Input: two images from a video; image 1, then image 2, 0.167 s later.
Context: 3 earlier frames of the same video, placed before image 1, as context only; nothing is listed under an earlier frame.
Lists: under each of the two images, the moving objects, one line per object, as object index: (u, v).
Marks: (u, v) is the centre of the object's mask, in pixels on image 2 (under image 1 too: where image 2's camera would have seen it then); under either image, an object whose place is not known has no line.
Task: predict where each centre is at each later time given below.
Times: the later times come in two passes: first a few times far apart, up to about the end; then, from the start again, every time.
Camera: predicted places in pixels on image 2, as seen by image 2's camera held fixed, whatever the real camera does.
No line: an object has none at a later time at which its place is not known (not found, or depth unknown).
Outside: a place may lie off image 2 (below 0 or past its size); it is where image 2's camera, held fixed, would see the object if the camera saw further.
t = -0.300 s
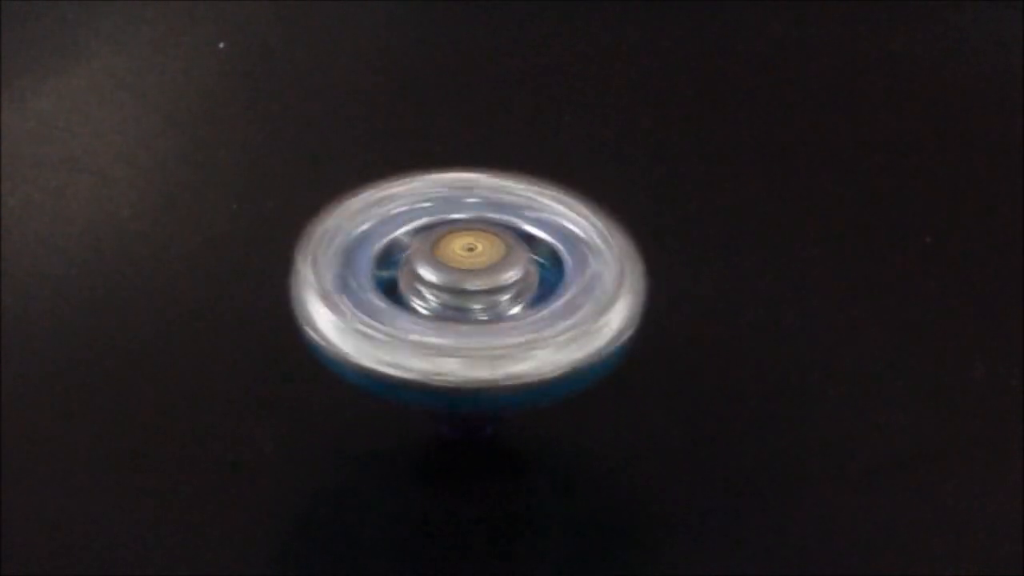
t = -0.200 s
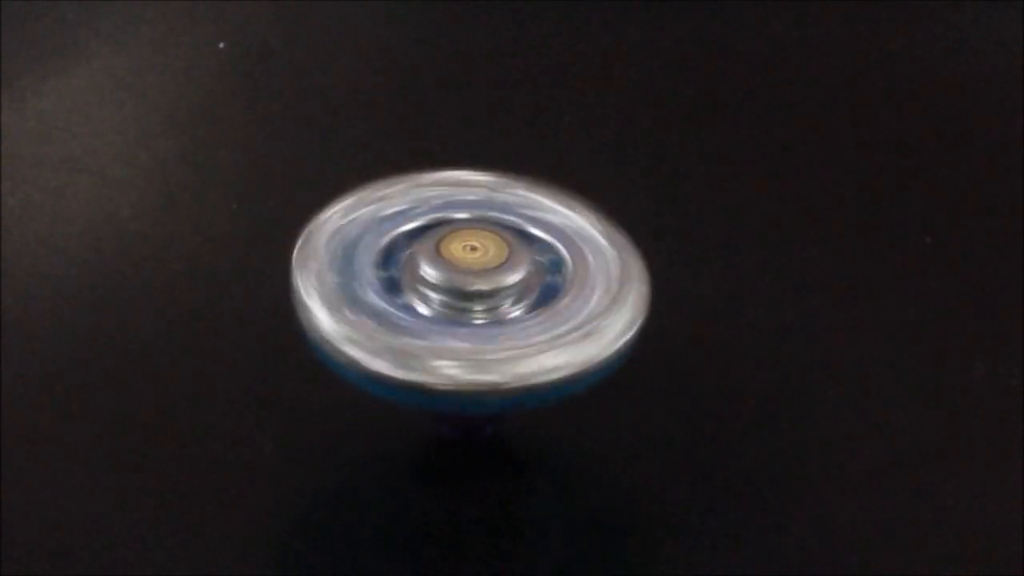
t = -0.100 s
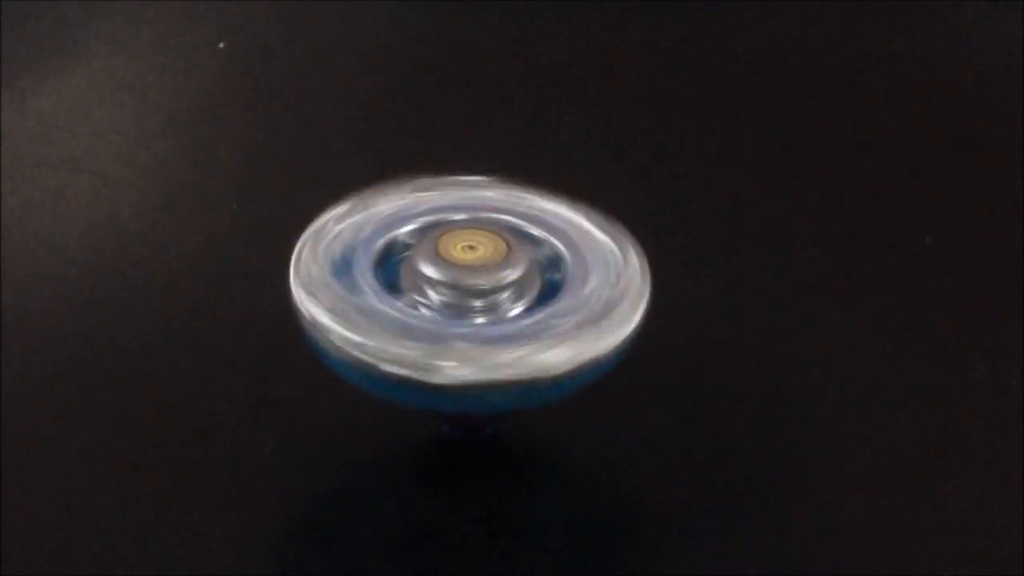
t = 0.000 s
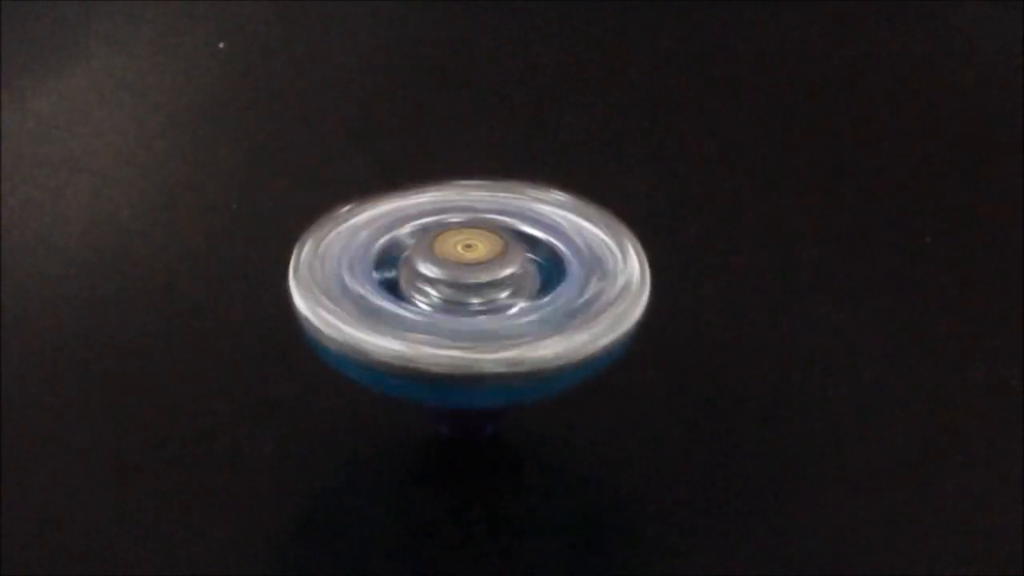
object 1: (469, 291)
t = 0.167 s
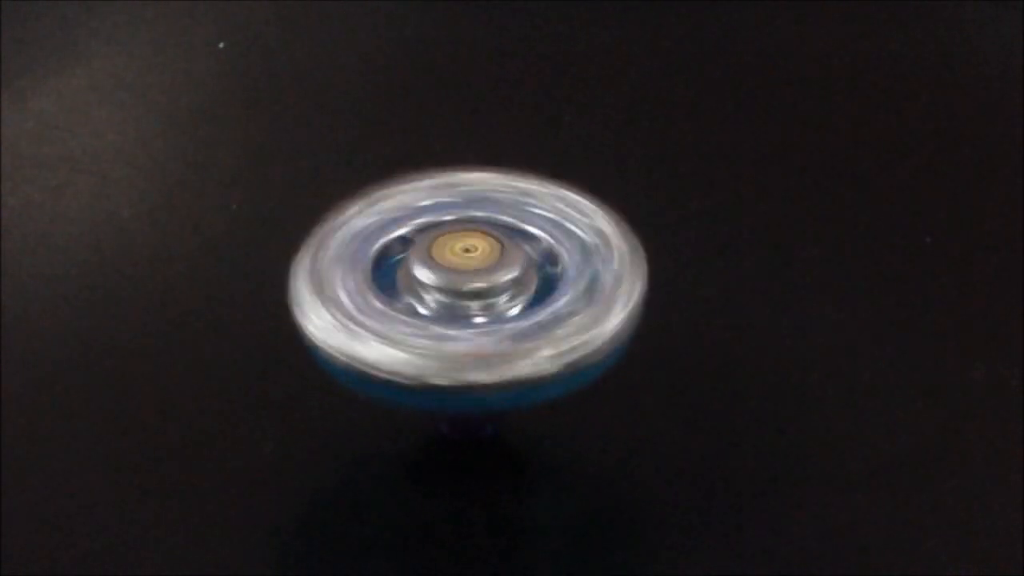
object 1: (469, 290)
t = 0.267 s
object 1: (466, 290)
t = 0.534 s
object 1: (470, 291)
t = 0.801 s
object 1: (468, 290)
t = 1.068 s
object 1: (470, 289)
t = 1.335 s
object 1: (470, 291)
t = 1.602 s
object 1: (467, 291)
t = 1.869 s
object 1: (467, 290)
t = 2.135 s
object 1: (468, 289)
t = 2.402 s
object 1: (470, 289)
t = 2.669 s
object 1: (471, 290)
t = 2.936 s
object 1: (472, 290)
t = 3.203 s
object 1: (472, 290)
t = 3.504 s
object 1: (471, 290)
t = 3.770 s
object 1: (469, 290)
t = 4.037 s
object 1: (469, 291)
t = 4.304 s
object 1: (472, 291)
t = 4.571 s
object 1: (471, 289)
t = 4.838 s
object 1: (469, 290)
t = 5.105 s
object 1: (470, 292)
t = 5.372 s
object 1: (473, 288)
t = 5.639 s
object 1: (472, 288)
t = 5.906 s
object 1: (475, 291)
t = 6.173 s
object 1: (472, 292)
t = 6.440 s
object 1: (470, 291)
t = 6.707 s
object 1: (468, 293)
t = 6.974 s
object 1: (468, 289)
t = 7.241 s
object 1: (470, 290)
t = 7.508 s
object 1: (470, 290)
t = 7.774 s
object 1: (471, 291)
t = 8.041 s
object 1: (460, 292)
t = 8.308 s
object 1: (478, 304)
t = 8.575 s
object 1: (536, 278)
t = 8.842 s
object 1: (415, 274)
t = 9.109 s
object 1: (484, 331)
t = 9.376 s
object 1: (507, 253)
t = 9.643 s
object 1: (391, 311)
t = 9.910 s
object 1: (542, 313)
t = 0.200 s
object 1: (468, 290)
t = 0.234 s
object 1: (467, 290)
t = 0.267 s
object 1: (466, 290)
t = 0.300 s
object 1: (467, 291)
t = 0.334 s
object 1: (467, 291)
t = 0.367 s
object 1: (467, 291)
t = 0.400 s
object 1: (468, 292)
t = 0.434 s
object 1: (469, 293)
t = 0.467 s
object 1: (470, 293)
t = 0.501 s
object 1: (470, 292)
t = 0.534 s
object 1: (470, 291)
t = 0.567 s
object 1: (470, 291)
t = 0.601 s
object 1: (470, 290)
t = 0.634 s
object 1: (470, 290)
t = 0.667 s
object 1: (468, 290)
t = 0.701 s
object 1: (468, 290)
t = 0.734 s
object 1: (468, 290)
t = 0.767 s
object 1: (468, 290)
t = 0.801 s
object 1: (468, 290)
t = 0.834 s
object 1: (468, 292)
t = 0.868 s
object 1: (468, 292)
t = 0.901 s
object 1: (468, 292)
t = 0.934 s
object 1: (470, 292)
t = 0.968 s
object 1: (471, 291)
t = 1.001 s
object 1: (471, 290)
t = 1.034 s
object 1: (470, 289)
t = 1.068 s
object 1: (470, 289)
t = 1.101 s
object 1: (469, 290)
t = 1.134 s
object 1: (468, 289)
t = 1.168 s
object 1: (467, 289)
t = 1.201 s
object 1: (466, 291)
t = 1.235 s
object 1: (467, 292)
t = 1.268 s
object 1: (468, 292)
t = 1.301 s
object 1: (470, 292)
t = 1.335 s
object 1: (470, 291)
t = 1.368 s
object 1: (471, 290)
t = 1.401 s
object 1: (470, 290)
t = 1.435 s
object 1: (470, 289)
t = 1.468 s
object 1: (469, 289)
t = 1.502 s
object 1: (467, 289)
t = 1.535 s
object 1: (467, 290)
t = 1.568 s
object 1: (467, 291)
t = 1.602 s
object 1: (467, 291)
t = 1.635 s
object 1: (469, 292)
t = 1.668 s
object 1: (470, 292)
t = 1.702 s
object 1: (471, 291)
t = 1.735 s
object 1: (471, 290)
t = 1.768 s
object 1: (470, 289)
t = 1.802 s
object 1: (469, 289)
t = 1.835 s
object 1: (467, 290)
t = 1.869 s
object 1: (467, 290)
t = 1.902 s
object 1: (467, 291)
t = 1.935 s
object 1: (468, 292)
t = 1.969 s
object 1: (469, 292)
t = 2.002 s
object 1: (471, 292)
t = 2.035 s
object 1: (471, 291)
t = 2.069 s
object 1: (470, 290)
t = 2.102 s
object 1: (469, 289)
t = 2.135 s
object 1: (468, 289)
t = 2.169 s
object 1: (467, 290)
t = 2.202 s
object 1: (467, 291)
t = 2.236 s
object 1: (467, 292)
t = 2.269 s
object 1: (469, 292)
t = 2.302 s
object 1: (471, 292)
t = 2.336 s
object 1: (472, 291)
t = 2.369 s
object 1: (471, 290)
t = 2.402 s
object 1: (470, 289)
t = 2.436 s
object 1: (468, 290)
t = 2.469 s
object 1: (467, 291)
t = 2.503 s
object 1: (467, 290)
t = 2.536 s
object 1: (467, 292)
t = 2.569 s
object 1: (469, 292)
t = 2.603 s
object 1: (471, 291)
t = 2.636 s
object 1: (472, 290)
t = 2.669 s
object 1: (471, 290)
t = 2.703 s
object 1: (469, 290)
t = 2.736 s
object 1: (468, 291)
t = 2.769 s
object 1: (467, 291)
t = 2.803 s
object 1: (467, 291)
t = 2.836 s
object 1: (468, 293)
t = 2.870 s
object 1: (471, 292)
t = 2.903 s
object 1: (472, 291)
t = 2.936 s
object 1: (472, 290)
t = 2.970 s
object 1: (471, 290)
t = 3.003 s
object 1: (468, 291)
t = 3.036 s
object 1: (468, 291)
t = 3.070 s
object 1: (467, 292)
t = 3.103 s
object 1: (467, 293)
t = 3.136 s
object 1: (469, 292)
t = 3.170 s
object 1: (471, 291)
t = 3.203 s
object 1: (472, 290)
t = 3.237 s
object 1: (471, 289)
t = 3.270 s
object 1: (470, 290)
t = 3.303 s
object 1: (469, 291)
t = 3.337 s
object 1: (468, 293)
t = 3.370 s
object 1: (469, 293)
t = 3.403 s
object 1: (470, 291)
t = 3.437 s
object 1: (470, 290)
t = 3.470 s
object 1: (470, 289)
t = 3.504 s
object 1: (471, 290)
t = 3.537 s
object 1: (470, 290)
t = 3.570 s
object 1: (469, 292)
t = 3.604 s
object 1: (469, 293)
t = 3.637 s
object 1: (469, 292)
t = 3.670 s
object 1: (469, 290)
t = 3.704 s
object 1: (468, 289)
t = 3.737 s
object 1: (468, 289)
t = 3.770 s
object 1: (469, 290)
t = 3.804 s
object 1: (470, 291)
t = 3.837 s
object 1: (471, 293)
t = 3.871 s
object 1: (471, 292)
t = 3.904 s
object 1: (470, 291)
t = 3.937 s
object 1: (468, 290)
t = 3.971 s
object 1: (467, 290)
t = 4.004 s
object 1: (467, 290)
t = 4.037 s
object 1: (469, 291)
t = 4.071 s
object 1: (472, 293)
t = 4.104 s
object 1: (473, 292)
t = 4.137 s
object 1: (471, 291)
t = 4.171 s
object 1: (469, 290)
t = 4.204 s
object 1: (467, 291)
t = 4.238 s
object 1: (466, 291)
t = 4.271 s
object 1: (468, 292)
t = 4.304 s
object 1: (472, 291)
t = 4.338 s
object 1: (473, 291)
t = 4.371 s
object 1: (471, 290)
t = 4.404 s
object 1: (469, 290)
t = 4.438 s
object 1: (467, 291)
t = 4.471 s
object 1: (467, 292)
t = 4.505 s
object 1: (468, 293)
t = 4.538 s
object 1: (469, 290)
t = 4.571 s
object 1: (471, 289)
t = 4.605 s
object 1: (471, 289)
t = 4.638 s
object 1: (470, 290)
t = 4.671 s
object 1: (469, 291)
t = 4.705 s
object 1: (468, 293)
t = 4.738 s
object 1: (469, 292)
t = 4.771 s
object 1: (468, 290)
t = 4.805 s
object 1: (468, 289)
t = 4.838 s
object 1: (469, 290)
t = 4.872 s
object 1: (470, 290)
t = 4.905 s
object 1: (471, 293)
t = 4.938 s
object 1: (471, 292)
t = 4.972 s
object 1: (470, 291)
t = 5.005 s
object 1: (468, 290)
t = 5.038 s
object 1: (466, 290)
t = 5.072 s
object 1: (467, 290)
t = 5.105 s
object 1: (470, 292)
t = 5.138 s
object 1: (474, 292)
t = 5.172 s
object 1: (473, 291)
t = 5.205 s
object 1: (470, 291)
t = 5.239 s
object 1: (467, 290)
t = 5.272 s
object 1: (466, 290)
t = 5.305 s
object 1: (467, 291)
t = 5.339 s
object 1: (471, 288)
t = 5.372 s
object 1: (473, 288)
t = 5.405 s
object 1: (472, 289)
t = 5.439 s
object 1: (470, 290)
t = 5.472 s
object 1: (469, 292)
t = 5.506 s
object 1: (469, 292)
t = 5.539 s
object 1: (469, 287)
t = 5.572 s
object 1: (469, 285)
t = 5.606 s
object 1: (470, 288)
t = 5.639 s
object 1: (472, 288)
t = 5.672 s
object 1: (472, 293)
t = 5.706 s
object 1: (471, 292)
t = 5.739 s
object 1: (469, 291)
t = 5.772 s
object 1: (467, 289)
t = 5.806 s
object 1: (466, 291)
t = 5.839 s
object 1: (467, 291)
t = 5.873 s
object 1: (472, 292)
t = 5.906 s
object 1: (475, 291)
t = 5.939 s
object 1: (471, 292)
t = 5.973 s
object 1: (466, 290)
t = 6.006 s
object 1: (466, 292)
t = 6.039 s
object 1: (467, 292)
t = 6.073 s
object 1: (470, 291)
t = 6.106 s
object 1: (470, 288)
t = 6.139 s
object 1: (473, 290)
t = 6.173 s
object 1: (472, 292)
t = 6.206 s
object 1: (469, 295)
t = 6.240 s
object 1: (467, 292)
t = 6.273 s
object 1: (468, 289)
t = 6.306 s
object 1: (468, 288)
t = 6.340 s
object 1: (469, 288)
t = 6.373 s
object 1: (470, 291)
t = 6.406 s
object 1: (473, 292)
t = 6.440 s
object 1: (470, 291)
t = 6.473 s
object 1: (466, 289)
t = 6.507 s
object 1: (465, 289)
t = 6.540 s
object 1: (466, 291)
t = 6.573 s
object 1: (472, 291)
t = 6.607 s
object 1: (473, 290)
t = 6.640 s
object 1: (470, 290)
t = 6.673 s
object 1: (469, 290)
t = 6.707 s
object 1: (468, 293)
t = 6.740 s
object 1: (468, 293)
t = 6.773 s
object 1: (469, 290)
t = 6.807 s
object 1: (471, 289)
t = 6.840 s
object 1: (472, 290)
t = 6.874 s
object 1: (473, 293)
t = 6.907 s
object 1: (472, 293)
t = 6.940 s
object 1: (470, 291)
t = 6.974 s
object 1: (468, 289)
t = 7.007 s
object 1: (467, 289)
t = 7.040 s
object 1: (470, 291)
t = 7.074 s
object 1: (475, 292)
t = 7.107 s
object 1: (472, 291)
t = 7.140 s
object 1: (468, 291)
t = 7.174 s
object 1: (466, 290)
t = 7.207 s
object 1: (467, 292)
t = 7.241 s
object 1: (470, 290)
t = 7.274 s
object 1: (470, 288)
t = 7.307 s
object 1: (472, 289)
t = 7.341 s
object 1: (471, 292)
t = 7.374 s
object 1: (468, 293)
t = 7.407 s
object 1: (468, 290)
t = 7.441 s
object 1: (467, 288)
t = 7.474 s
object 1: (468, 288)
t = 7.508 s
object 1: (470, 290)
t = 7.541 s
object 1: (473, 291)
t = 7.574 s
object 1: (472, 291)
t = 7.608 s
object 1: (467, 290)
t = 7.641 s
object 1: (465, 290)
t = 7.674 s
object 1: (467, 291)
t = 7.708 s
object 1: (471, 289)
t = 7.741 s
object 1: (472, 289)
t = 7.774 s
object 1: (471, 291)
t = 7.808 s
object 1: (468, 293)
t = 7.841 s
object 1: (466, 293)
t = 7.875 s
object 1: (466, 289)
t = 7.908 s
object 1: (468, 288)
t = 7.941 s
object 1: (473, 289)
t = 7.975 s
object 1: (476, 295)
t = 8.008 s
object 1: (471, 296)
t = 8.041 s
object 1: (460, 292)
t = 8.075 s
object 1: (456, 287)
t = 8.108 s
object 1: (469, 283)
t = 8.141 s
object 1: (498, 289)
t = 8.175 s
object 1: (511, 299)
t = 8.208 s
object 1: (505, 300)
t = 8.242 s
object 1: (493, 305)
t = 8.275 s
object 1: (484, 307)
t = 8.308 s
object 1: (478, 304)
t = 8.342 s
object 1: (472, 300)
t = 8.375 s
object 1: (459, 296)
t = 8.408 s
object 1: (457, 289)
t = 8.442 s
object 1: (470, 284)
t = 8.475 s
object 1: (481, 270)
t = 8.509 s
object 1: (502, 263)
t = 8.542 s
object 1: (519, 272)
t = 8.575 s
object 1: (536, 278)
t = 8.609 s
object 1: (537, 291)
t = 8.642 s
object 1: (522, 303)
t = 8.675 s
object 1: (501, 318)
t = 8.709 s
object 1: (471, 321)
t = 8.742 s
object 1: (438, 315)
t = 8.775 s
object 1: (410, 303)
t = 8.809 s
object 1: (404, 286)
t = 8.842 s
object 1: (415, 274)
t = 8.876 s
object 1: (431, 250)
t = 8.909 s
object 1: (465, 247)
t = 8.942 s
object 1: (495, 251)
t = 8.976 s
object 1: (528, 258)
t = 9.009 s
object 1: (532, 278)
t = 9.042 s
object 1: (537, 302)
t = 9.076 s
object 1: (520, 321)
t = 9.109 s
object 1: (484, 331)
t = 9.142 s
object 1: (442, 338)
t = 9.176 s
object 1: (408, 329)
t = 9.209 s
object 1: (393, 318)
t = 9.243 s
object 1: (382, 290)
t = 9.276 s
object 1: (407, 275)
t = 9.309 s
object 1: (431, 257)
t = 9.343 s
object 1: (472, 246)
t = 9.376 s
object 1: (507, 253)
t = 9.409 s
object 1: (544, 261)
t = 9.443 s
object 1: (553, 284)
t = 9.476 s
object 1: (555, 305)
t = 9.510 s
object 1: (532, 325)
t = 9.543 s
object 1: (495, 333)
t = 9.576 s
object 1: (447, 338)
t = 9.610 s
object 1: (412, 325)
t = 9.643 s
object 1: (391, 311)
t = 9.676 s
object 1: (390, 287)
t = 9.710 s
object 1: (410, 272)
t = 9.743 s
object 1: (438, 249)
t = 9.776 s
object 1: (478, 252)
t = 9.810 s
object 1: (520, 251)
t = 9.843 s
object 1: (541, 270)
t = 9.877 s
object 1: (554, 291)
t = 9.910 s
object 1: (542, 313)
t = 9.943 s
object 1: (512, 326)
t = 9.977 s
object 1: (472, 340)
